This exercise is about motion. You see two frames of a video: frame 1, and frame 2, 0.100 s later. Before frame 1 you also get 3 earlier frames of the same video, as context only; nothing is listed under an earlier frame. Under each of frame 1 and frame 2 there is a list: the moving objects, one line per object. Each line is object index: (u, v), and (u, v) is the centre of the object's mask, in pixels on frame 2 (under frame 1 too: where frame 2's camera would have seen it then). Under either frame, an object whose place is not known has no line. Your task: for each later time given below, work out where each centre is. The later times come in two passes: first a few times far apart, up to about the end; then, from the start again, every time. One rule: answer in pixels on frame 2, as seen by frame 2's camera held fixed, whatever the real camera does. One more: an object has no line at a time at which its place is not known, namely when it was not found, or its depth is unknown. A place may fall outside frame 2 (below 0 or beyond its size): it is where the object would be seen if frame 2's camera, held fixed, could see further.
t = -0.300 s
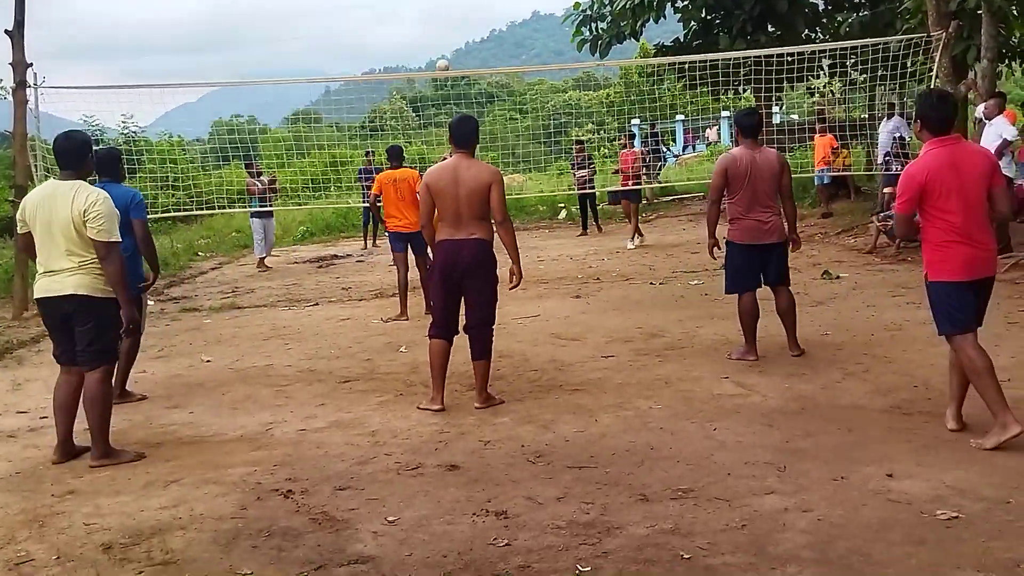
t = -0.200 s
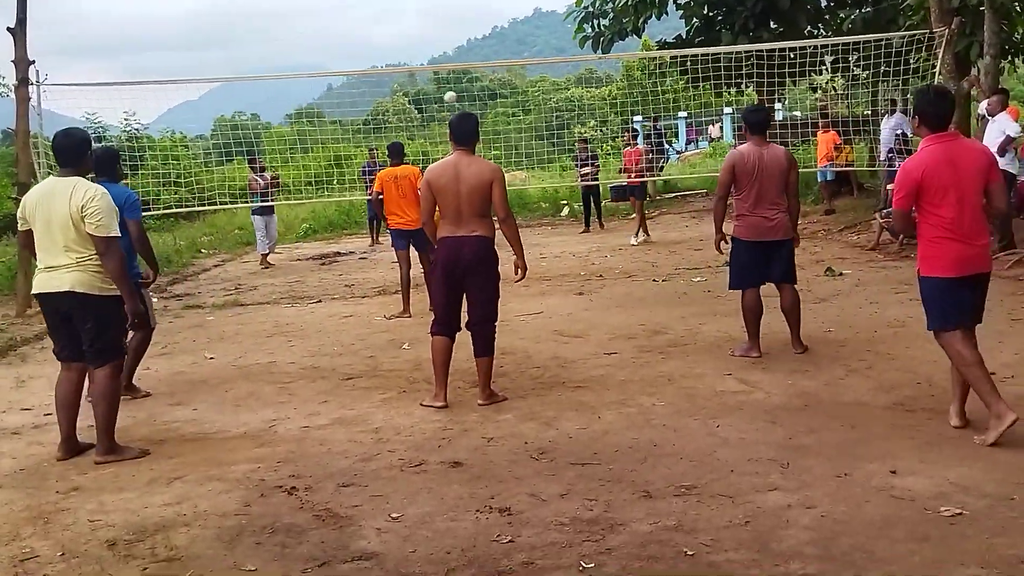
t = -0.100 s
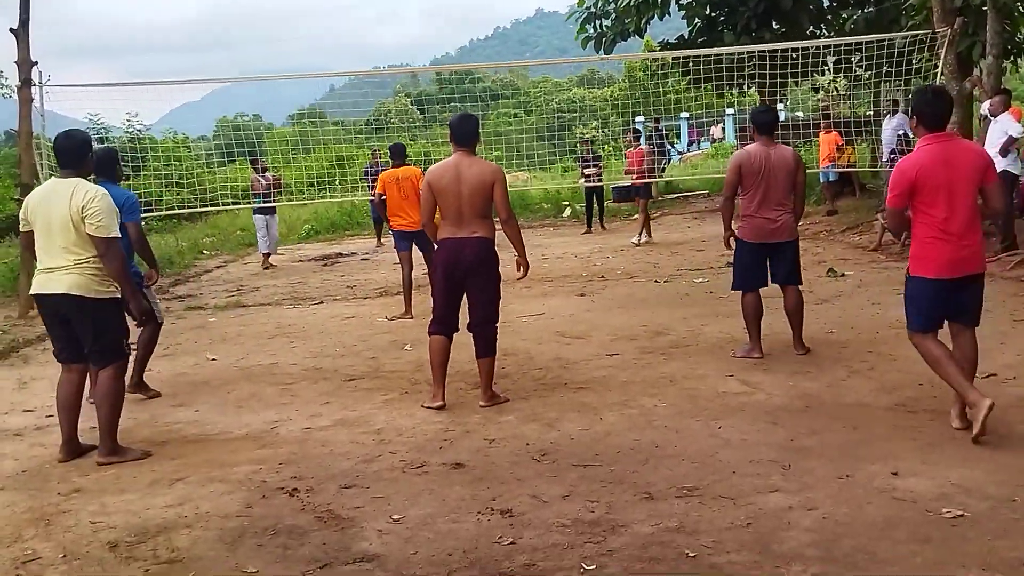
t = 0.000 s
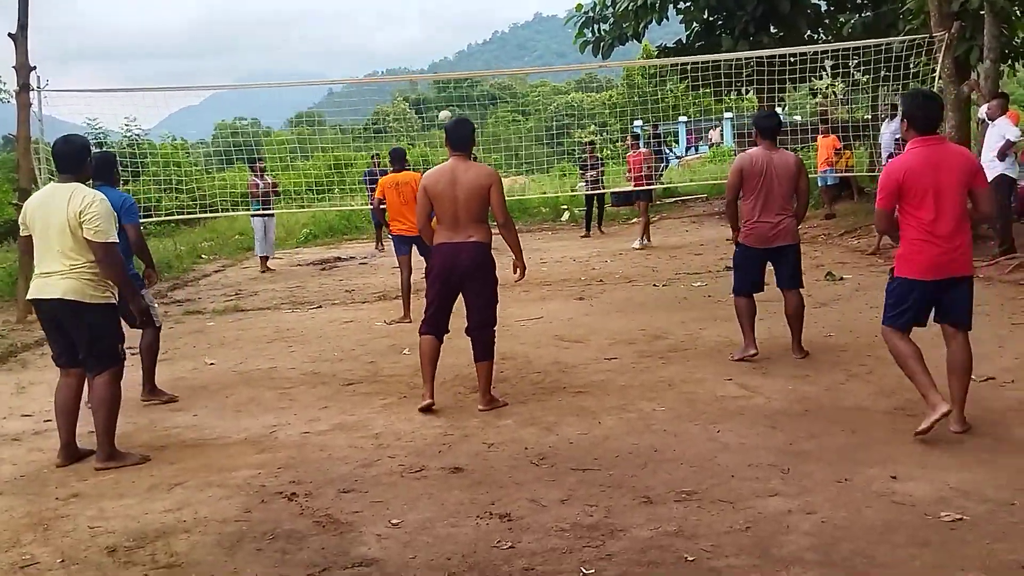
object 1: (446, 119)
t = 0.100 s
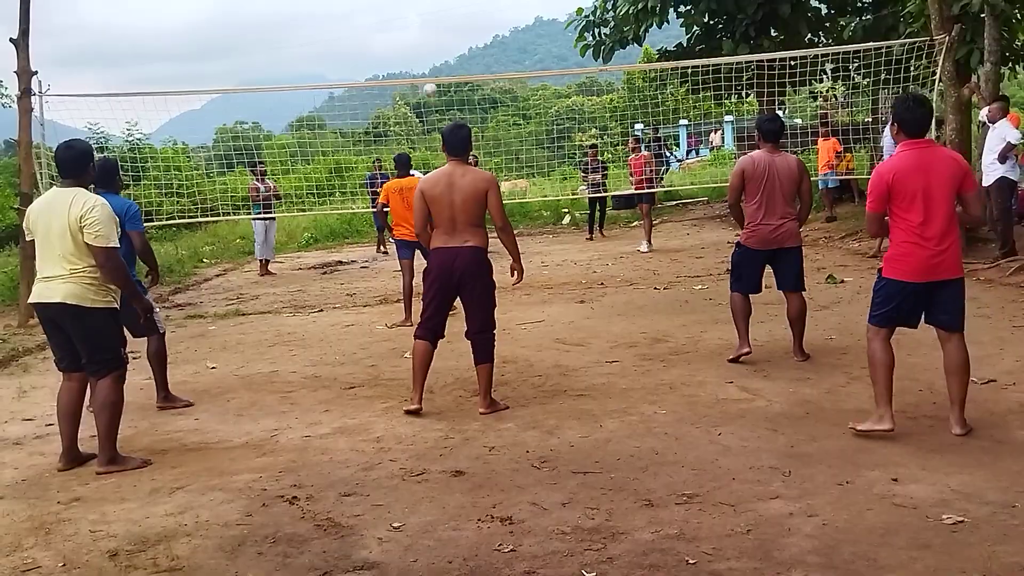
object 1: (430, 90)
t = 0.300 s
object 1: (393, 42)
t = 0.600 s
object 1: (316, 16)
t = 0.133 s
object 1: (425, 85)
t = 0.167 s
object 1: (418, 72)
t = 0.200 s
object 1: (413, 65)
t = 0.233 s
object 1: (407, 57)
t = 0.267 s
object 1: (400, 49)
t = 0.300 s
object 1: (393, 42)
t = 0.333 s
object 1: (386, 35)
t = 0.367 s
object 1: (378, 30)
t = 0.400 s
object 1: (371, 25)
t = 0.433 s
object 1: (363, 21)
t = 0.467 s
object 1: (354, 18)
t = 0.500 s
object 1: (346, 16)
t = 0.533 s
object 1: (336, 14)
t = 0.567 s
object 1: (327, 14)
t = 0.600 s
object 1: (316, 16)
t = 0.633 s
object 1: (306, 18)
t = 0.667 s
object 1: (295, 22)
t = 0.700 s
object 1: (284, 28)
